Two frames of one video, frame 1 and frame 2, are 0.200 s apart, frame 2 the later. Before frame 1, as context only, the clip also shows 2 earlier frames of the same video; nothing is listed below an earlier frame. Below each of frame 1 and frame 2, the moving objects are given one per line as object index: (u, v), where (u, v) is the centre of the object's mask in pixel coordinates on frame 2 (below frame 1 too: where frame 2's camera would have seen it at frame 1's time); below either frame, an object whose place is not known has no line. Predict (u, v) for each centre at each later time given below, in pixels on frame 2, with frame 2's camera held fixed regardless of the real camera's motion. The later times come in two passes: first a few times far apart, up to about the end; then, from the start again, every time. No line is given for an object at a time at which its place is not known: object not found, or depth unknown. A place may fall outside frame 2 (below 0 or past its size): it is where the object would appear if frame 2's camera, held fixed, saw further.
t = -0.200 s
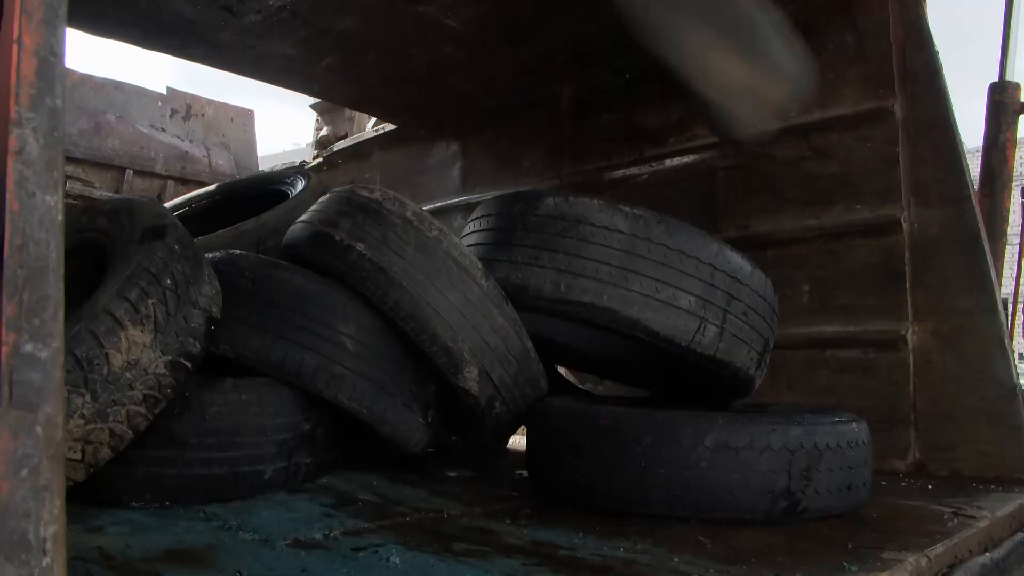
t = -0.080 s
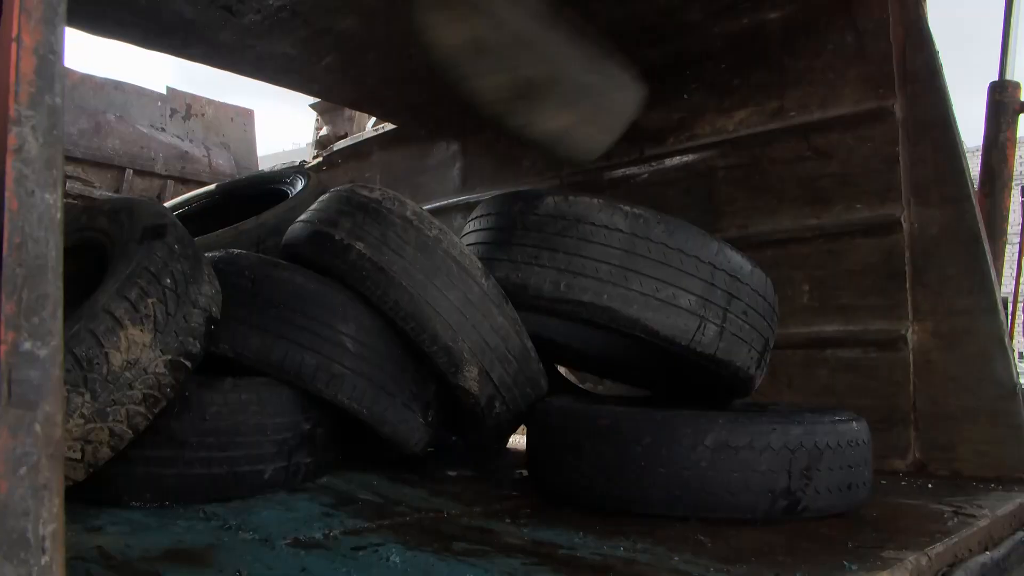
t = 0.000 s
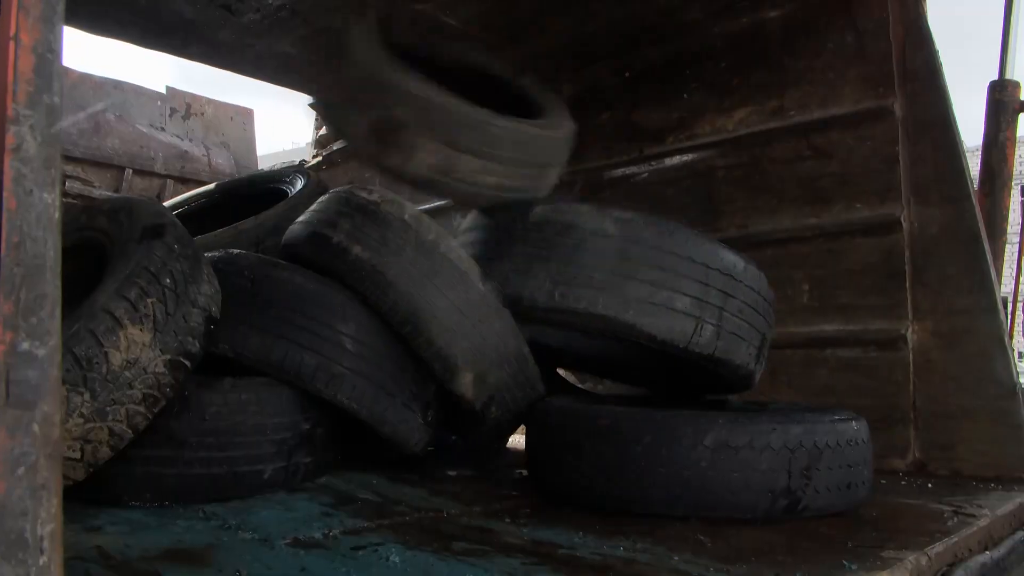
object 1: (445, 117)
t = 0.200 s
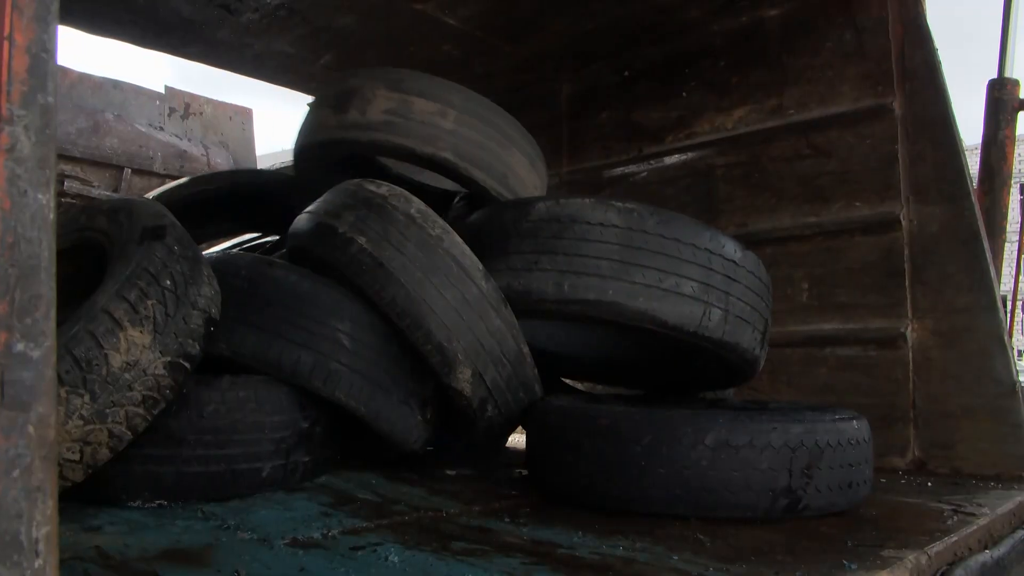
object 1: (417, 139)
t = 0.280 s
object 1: (430, 140)
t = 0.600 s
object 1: (433, 156)
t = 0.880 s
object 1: (433, 156)
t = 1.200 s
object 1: (433, 157)
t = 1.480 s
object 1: (433, 156)
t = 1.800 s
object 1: (434, 157)
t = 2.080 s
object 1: (434, 157)
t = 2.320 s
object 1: (434, 157)
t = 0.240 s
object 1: (423, 140)
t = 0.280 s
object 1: (430, 140)
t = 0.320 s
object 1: (430, 144)
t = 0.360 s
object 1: (431, 151)
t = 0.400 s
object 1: (431, 156)
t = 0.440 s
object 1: (432, 155)
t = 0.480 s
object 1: (433, 155)
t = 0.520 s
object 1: (433, 157)
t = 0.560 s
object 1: (434, 156)
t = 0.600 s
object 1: (433, 156)
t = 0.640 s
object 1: (433, 156)
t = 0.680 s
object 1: (433, 156)
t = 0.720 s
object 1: (433, 156)
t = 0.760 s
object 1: (433, 156)
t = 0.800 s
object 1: (433, 156)
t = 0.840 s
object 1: (433, 156)
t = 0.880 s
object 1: (433, 156)
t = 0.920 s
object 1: (433, 157)
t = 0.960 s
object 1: (433, 156)
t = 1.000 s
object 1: (433, 157)
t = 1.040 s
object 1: (433, 156)
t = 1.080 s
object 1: (433, 156)
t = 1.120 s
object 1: (433, 157)
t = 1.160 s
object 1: (434, 156)
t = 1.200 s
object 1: (433, 157)
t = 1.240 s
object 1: (433, 156)
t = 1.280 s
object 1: (433, 157)
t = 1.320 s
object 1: (433, 156)
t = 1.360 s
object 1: (433, 156)
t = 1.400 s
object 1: (433, 156)
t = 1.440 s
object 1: (433, 156)
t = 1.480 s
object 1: (433, 156)
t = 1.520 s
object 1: (433, 157)
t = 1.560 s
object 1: (433, 156)
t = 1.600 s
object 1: (433, 157)
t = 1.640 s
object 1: (433, 156)
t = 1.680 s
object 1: (433, 156)
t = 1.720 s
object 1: (434, 156)
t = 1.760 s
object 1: (434, 156)
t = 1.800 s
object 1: (434, 157)
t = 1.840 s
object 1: (434, 156)
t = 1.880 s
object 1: (434, 156)
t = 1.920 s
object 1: (434, 157)
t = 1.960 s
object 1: (434, 156)
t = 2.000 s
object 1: (434, 157)
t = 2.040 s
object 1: (434, 156)
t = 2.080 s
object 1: (434, 157)
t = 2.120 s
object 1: (434, 157)
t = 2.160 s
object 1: (434, 156)
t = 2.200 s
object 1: (434, 156)
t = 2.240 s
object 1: (434, 157)
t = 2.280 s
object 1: (434, 156)
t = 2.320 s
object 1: (434, 157)
